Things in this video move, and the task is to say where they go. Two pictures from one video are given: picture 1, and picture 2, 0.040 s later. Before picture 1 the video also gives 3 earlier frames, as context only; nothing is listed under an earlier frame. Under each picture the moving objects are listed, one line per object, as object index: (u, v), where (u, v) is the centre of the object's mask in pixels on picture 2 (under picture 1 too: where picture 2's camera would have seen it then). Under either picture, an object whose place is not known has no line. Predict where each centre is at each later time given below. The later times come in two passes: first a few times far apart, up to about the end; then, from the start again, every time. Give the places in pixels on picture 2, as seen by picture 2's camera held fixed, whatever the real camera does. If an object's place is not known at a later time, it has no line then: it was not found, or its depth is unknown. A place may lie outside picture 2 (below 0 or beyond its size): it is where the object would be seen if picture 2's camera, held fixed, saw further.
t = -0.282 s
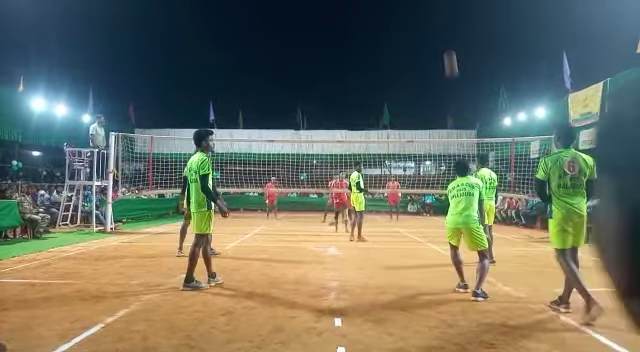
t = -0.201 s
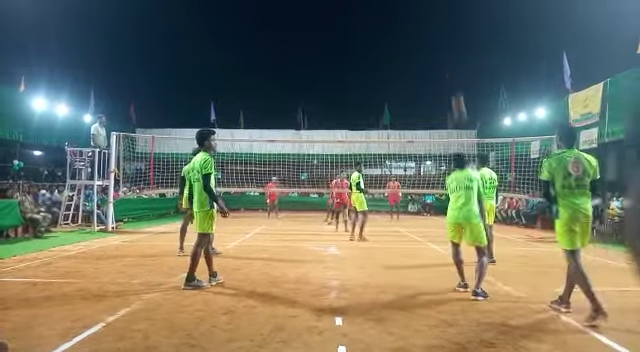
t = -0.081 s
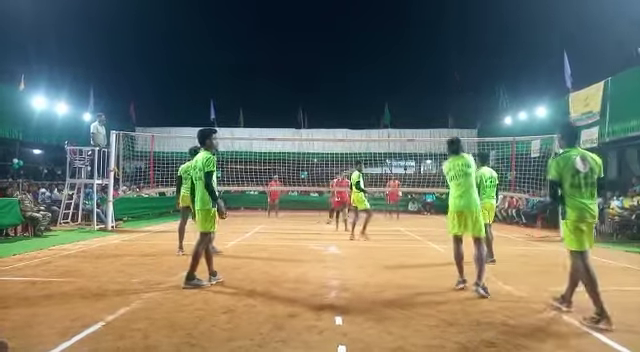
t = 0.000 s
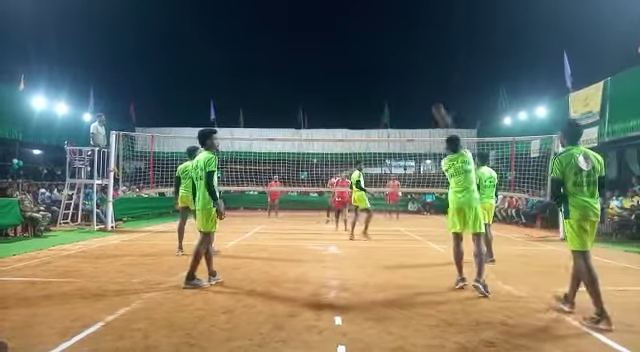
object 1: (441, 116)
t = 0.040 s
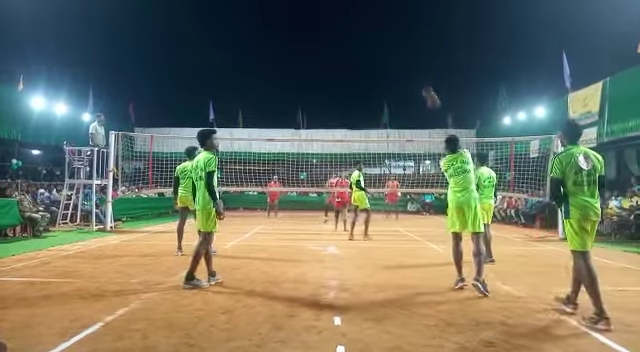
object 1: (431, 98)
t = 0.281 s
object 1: (387, 33)
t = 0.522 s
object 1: (360, 18)
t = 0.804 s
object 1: (337, 32)
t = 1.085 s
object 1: (322, 67)
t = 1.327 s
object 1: (312, 108)
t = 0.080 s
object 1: (422, 82)
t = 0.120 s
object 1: (414, 68)
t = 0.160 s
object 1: (406, 56)
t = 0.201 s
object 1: (400, 48)
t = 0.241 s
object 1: (393, 40)
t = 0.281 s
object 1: (387, 33)
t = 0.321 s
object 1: (382, 28)
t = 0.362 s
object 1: (377, 24)
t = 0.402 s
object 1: (372, 21)
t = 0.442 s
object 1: (368, 19)
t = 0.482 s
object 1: (363, 18)
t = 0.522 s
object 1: (360, 18)
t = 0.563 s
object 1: (356, 18)
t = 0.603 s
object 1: (352, 19)
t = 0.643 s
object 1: (348, 20)
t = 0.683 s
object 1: (346, 22)
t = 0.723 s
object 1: (342, 25)
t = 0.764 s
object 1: (340, 28)
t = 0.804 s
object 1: (337, 32)
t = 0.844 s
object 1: (335, 36)
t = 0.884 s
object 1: (332, 40)
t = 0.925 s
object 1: (330, 45)
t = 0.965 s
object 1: (328, 50)
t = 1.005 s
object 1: (326, 55)
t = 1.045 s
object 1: (324, 61)
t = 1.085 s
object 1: (322, 67)
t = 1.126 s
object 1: (321, 73)
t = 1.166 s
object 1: (319, 80)
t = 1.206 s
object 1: (316, 87)
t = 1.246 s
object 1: (315, 94)
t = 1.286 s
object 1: (314, 101)
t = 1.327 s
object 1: (312, 108)
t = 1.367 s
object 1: (311, 115)
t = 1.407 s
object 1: (309, 123)
